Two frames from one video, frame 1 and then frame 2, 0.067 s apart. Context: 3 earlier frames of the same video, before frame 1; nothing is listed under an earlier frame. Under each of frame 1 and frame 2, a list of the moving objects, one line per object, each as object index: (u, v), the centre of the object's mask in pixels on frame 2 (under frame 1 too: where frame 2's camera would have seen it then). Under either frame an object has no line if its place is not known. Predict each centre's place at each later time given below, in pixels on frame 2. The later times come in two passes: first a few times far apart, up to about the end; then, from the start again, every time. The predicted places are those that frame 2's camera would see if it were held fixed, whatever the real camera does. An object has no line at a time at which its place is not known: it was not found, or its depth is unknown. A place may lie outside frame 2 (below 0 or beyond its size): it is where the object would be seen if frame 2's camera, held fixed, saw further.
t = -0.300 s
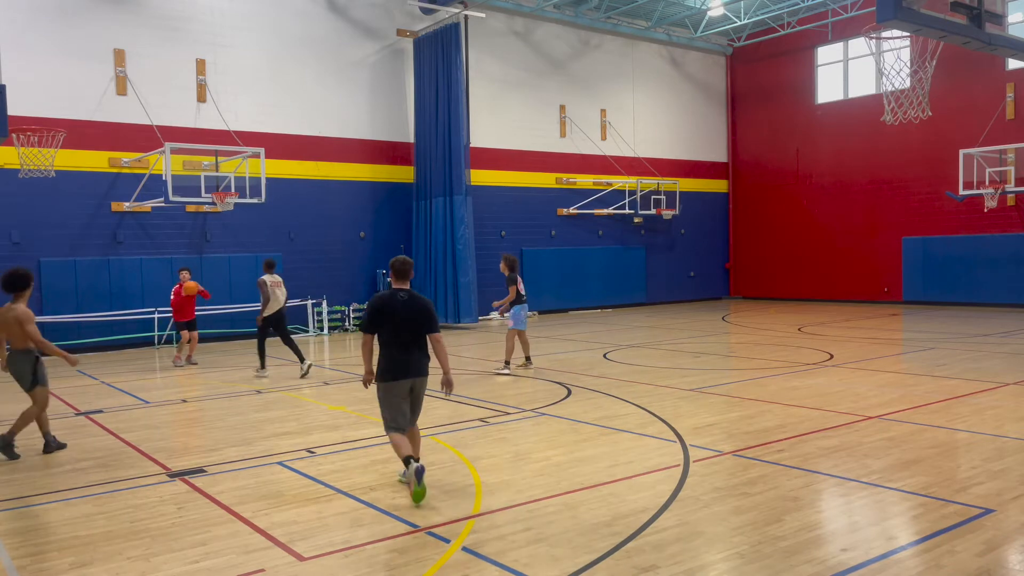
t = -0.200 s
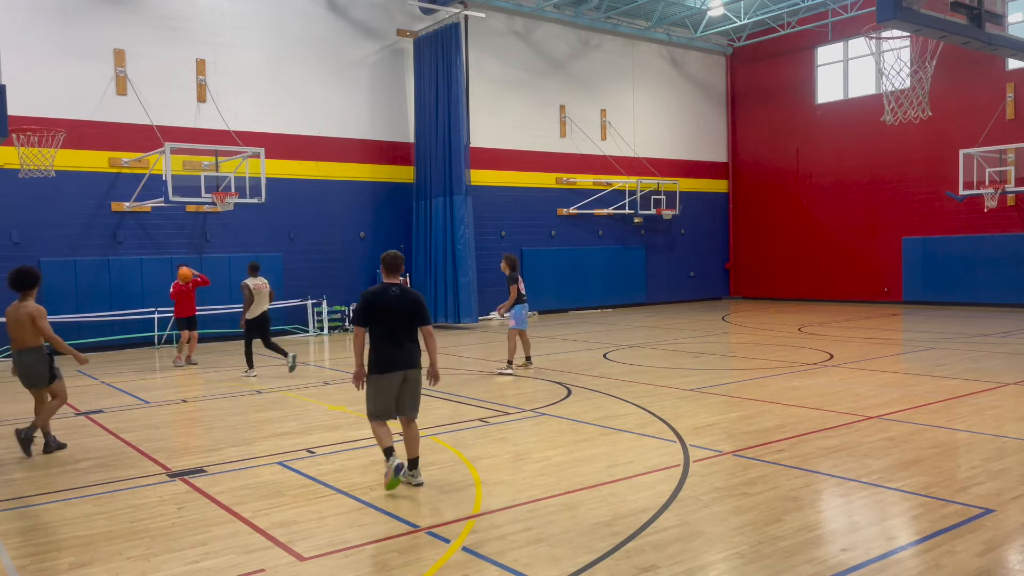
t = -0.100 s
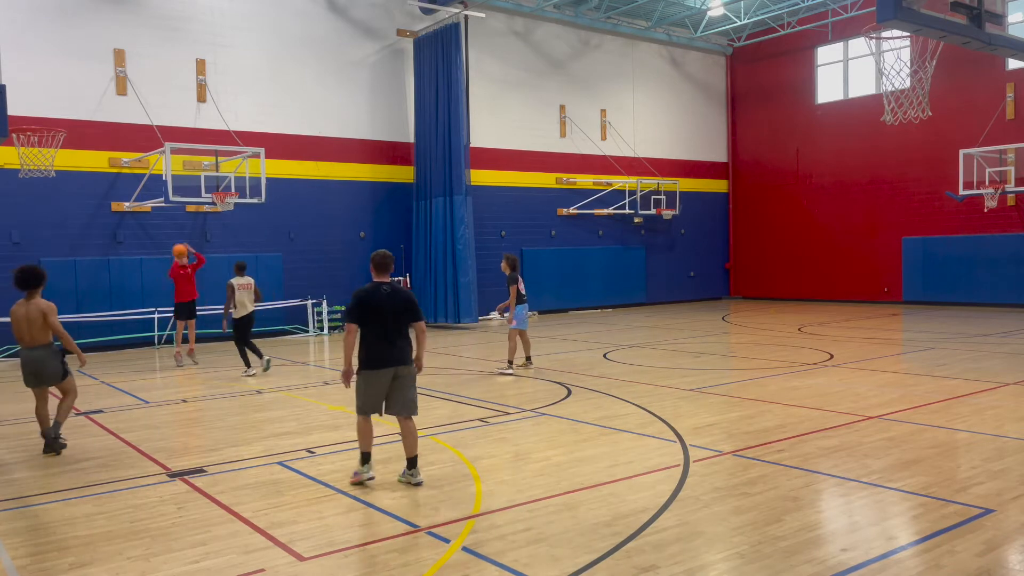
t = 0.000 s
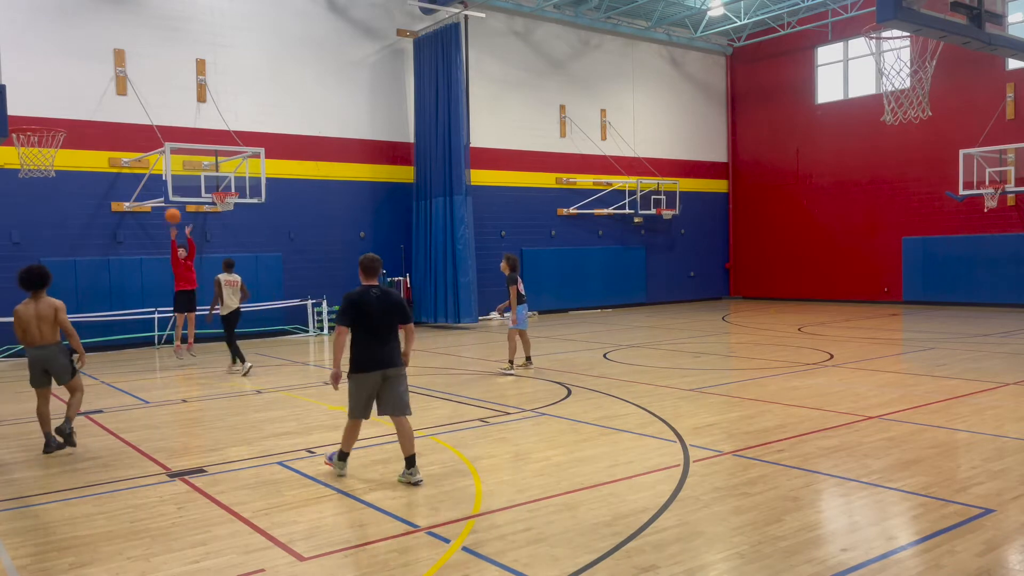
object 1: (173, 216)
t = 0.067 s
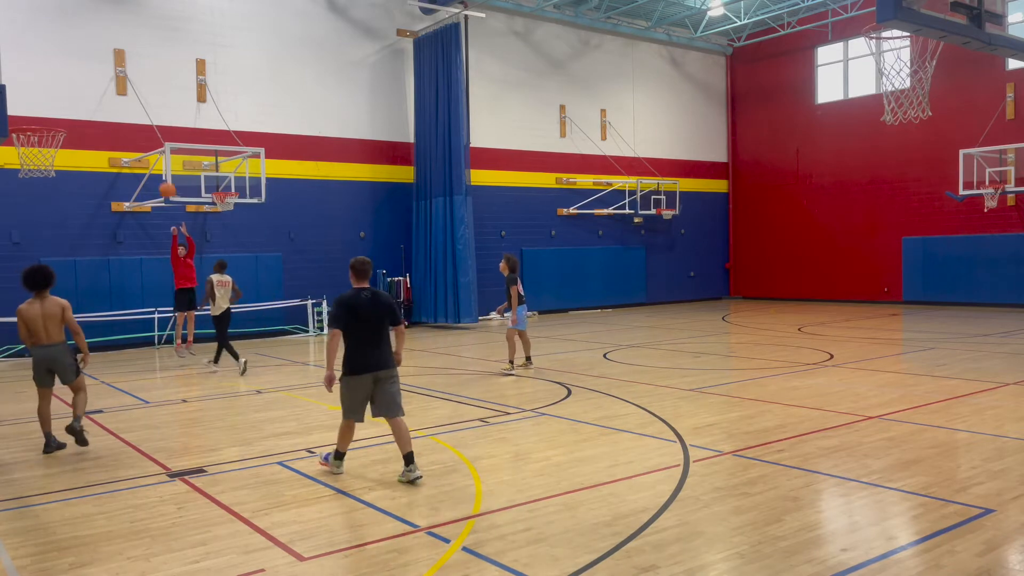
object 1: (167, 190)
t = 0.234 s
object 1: (153, 131)
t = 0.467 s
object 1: (131, 72)
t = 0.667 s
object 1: (110, 45)
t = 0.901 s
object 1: (83, 50)
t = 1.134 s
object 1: (53, 108)
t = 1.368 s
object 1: (48, 82)
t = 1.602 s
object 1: (52, 72)
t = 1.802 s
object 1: (57, 103)
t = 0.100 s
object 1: (164, 178)
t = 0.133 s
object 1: (162, 166)
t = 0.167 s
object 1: (158, 154)
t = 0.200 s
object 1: (156, 142)
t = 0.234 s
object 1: (153, 131)
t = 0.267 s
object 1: (150, 121)
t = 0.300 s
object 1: (147, 112)
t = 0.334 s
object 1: (144, 103)
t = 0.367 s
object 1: (141, 94)
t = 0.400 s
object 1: (137, 86)
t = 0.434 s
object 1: (134, 79)
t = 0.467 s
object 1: (131, 72)
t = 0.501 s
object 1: (128, 65)
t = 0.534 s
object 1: (124, 60)
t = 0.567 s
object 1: (121, 55)
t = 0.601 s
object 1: (117, 51)
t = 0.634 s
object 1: (114, 47)
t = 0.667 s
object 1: (110, 45)
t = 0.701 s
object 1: (106, 43)
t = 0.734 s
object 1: (103, 41)
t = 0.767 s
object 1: (99, 41)
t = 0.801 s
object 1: (95, 42)
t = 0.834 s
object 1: (91, 44)
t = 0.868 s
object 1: (87, 46)
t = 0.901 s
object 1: (83, 50)
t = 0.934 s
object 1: (79, 55)
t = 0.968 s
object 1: (75, 61)
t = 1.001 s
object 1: (71, 68)
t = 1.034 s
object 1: (66, 76)
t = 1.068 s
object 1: (62, 85)
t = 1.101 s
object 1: (57, 96)
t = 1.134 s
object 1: (53, 108)
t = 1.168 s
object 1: (48, 120)
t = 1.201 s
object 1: (46, 121)
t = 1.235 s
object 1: (46, 113)
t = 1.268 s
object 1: (46, 103)
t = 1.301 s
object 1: (47, 95)
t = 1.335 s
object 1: (47, 88)
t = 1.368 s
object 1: (48, 82)
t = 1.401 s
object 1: (48, 78)
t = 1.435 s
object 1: (48, 74)
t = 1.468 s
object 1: (49, 72)
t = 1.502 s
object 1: (50, 71)
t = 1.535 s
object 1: (50, 70)
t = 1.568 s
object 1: (51, 71)
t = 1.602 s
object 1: (52, 72)
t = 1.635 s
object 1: (53, 75)
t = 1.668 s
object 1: (54, 79)
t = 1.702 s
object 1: (54, 83)
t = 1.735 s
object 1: (55, 89)
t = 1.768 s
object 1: (56, 95)
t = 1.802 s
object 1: (57, 103)
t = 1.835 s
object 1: (58, 110)
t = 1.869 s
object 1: (60, 119)
